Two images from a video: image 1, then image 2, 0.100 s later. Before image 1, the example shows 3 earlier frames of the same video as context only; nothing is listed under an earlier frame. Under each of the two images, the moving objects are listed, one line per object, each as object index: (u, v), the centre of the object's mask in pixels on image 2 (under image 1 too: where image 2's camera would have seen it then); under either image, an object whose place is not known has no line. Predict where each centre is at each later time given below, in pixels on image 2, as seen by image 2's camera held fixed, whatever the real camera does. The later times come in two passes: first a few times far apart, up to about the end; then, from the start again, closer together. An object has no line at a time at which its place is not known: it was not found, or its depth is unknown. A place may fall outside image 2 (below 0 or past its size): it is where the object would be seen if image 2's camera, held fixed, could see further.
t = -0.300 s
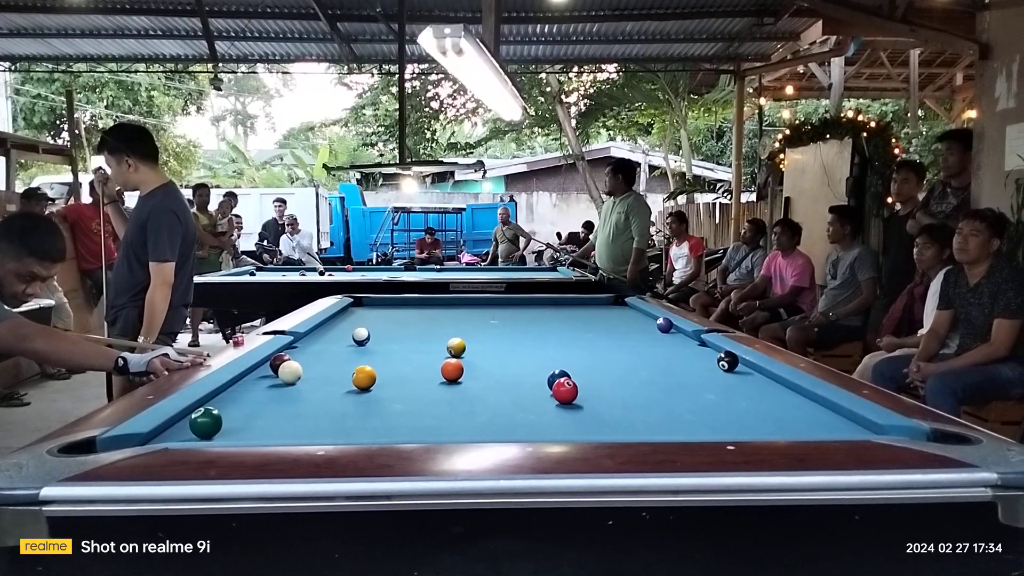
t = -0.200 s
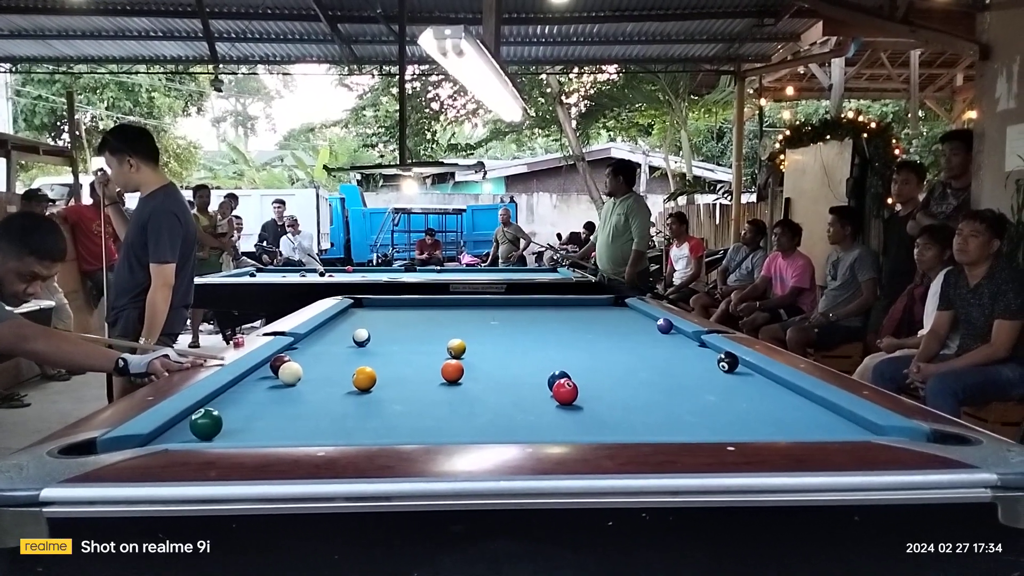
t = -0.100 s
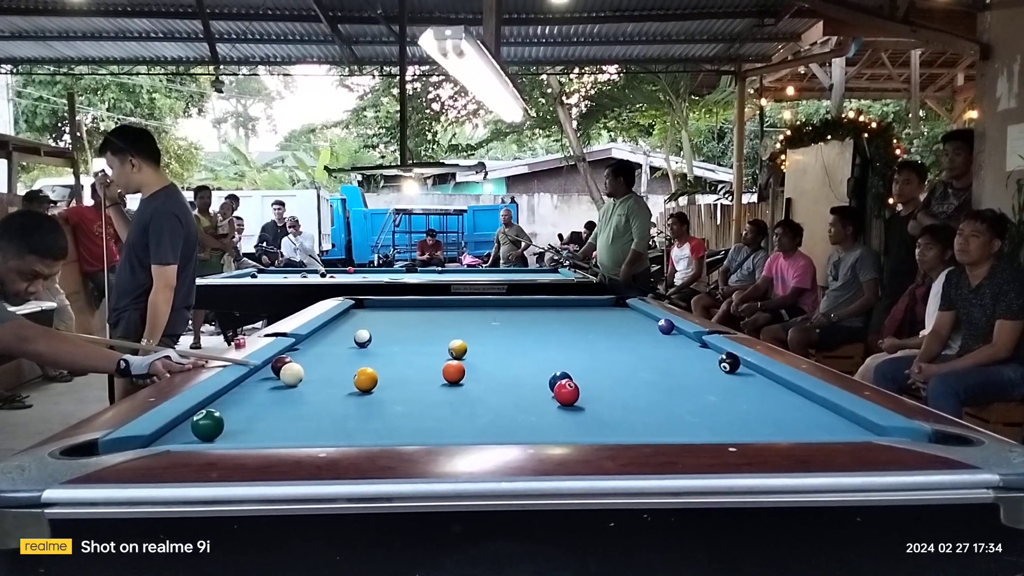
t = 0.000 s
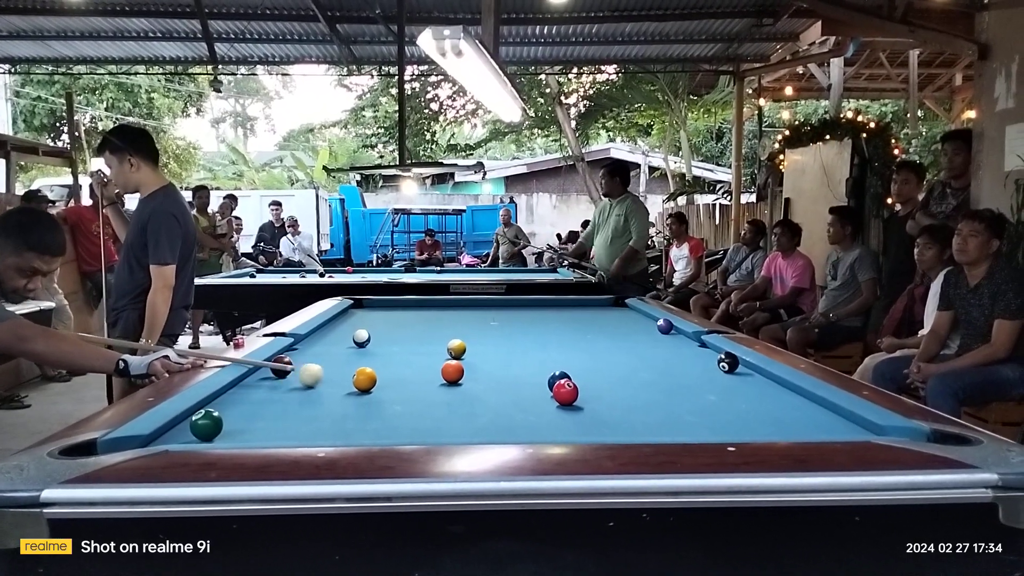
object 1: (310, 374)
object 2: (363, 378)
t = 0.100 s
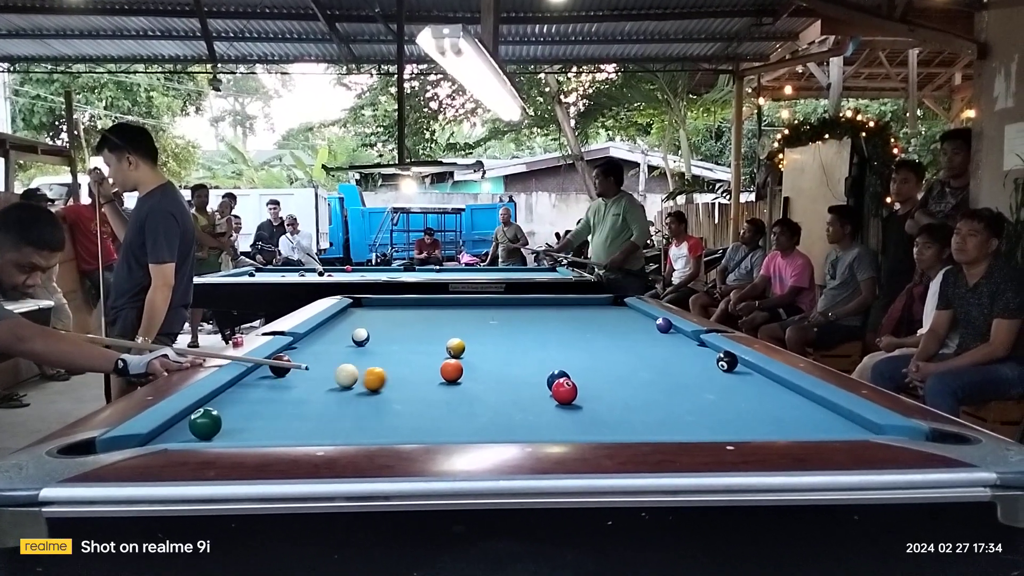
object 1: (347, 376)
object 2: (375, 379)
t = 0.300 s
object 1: (376, 374)
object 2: (439, 386)
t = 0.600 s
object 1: (422, 372)
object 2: (534, 397)
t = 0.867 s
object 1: (436, 373)
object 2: (626, 408)
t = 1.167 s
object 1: (443, 373)
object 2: (743, 422)
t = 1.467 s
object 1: (448, 373)
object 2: (873, 429)
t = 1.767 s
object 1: (450, 374)
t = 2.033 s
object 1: (450, 374)
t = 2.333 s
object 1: (450, 373)
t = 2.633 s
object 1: (450, 373)
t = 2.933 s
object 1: (450, 374)
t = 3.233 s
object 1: (450, 373)
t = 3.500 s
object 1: (450, 374)
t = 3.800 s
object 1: (450, 374)
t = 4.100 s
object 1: (450, 373)
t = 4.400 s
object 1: (450, 373)
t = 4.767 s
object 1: (450, 373)
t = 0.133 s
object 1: (350, 375)
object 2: (387, 380)
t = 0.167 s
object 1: (354, 375)
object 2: (399, 382)
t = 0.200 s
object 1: (359, 375)
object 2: (409, 383)
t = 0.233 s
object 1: (365, 374)
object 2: (419, 384)
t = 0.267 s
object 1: (371, 374)
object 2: (429, 385)
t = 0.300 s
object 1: (376, 374)
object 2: (439, 386)
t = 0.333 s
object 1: (381, 374)
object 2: (449, 387)
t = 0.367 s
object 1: (387, 374)
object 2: (459, 388)
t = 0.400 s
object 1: (392, 373)
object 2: (469, 390)
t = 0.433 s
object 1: (397, 373)
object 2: (479, 391)
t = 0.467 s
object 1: (402, 373)
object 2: (490, 392)
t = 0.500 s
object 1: (407, 373)
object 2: (501, 394)
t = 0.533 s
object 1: (412, 373)
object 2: (511, 395)
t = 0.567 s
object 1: (417, 372)
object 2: (523, 396)
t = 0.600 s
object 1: (422, 372)
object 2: (534, 397)
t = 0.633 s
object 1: (427, 372)
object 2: (544, 399)
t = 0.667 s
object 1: (429, 372)
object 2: (556, 400)
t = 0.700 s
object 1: (430, 372)
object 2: (567, 401)
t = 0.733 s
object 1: (431, 372)
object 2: (578, 403)
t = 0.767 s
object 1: (432, 372)
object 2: (590, 404)
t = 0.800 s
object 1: (434, 373)
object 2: (602, 405)
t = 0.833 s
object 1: (435, 373)
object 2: (615, 407)
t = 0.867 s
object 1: (436, 373)
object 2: (626, 408)
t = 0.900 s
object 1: (437, 373)
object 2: (639, 410)
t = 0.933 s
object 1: (438, 373)
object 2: (652, 412)
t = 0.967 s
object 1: (439, 373)
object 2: (664, 413)
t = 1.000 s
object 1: (439, 373)
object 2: (677, 414)
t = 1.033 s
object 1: (440, 373)
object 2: (690, 416)
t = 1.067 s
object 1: (441, 373)
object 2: (703, 418)
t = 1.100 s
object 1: (442, 373)
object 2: (716, 419)
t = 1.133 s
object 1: (443, 373)
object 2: (730, 420)
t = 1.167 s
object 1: (443, 373)
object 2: (743, 422)
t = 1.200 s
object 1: (444, 373)
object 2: (757, 423)
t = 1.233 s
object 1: (445, 373)
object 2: (771, 423)
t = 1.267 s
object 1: (445, 373)
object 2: (785, 424)
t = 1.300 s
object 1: (446, 373)
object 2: (799, 425)
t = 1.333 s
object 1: (446, 373)
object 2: (813, 426)
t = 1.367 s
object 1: (447, 373)
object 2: (828, 427)
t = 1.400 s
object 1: (447, 373)
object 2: (843, 428)
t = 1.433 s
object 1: (448, 373)
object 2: (858, 428)
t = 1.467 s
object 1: (448, 373)
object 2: (873, 429)
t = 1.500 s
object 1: (449, 373)
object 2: (890, 431)
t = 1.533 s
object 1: (449, 373)
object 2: (905, 434)
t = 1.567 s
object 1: (449, 373)
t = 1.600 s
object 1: (450, 373)
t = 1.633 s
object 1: (450, 373)
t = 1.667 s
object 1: (450, 373)
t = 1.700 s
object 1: (450, 373)
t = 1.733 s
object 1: (450, 374)
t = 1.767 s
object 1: (450, 374)
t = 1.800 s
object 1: (450, 374)
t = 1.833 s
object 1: (451, 373)
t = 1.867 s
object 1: (451, 374)
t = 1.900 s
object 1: (451, 374)
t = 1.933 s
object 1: (451, 374)
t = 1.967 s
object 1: (451, 373)
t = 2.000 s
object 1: (451, 373)
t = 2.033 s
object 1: (450, 374)
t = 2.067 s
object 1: (450, 373)
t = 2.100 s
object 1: (450, 373)
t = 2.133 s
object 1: (450, 373)
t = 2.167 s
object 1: (450, 373)
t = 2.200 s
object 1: (450, 373)
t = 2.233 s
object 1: (450, 373)
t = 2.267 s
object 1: (450, 373)
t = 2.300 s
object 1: (450, 373)
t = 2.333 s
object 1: (450, 373)
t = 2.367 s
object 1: (450, 373)
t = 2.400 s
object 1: (450, 373)
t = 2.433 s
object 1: (450, 373)
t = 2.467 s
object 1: (450, 373)
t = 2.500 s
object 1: (450, 373)
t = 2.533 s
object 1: (450, 373)
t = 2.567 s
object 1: (450, 373)
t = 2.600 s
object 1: (450, 373)
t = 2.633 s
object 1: (450, 373)
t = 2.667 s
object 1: (450, 374)
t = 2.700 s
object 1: (450, 373)
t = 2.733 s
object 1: (450, 373)
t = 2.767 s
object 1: (450, 373)
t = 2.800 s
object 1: (450, 373)
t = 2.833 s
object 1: (450, 374)
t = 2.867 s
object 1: (450, 374)
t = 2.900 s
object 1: (450, 374)
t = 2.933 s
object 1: (450, 374)
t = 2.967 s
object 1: (450, 374)
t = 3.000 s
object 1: (450, 374)
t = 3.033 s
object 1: (450, 374)
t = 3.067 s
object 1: (450, 374)
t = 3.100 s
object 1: (450, 373)
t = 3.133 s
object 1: (450, 373)
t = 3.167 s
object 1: (450, 374)
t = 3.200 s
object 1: (450, 374)
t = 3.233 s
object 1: (450, 373)
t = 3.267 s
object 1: (450, 374)
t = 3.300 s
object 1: (450, 374)
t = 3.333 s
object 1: (450, 374)
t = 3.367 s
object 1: (450, 374)
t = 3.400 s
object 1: (450, 374)
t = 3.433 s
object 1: (450, 374)
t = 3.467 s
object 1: (450, 374)
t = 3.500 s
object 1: (450, 374)
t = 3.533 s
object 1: (450, 374)
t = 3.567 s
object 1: (450, 373)
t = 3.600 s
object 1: (450, 374)
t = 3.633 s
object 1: (450, 374)
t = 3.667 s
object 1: (450, 374)
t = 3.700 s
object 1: (450, 373)
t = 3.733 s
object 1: (450, 374)
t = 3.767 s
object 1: (450, 373)
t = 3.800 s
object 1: (450, 374)
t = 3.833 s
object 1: (450, 374)
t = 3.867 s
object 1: (450, 373)
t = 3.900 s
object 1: (450, 373)
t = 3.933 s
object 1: (450, 373)
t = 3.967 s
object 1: (450, 373)
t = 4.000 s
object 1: (450, 374)
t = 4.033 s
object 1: (450, 373)
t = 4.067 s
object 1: (450, 373)
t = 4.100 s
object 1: (450, 373)
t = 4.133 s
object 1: (450, 373)
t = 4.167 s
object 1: (450, 373)
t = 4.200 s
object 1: (450, 373)
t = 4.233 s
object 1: (450, 374)
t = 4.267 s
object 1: (450, 373)
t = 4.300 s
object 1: (450, 373)
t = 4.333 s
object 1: (450, 373)
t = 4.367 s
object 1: (450, 374)
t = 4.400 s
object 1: (450, 373)
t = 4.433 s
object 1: (450, 374)
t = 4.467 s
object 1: (450, 373)
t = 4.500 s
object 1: (450, 373)
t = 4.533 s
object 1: (450, 373)
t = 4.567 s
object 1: (450, 373)
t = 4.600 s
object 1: (450, 373)
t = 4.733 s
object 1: (450, 373)
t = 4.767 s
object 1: (450, 373)
